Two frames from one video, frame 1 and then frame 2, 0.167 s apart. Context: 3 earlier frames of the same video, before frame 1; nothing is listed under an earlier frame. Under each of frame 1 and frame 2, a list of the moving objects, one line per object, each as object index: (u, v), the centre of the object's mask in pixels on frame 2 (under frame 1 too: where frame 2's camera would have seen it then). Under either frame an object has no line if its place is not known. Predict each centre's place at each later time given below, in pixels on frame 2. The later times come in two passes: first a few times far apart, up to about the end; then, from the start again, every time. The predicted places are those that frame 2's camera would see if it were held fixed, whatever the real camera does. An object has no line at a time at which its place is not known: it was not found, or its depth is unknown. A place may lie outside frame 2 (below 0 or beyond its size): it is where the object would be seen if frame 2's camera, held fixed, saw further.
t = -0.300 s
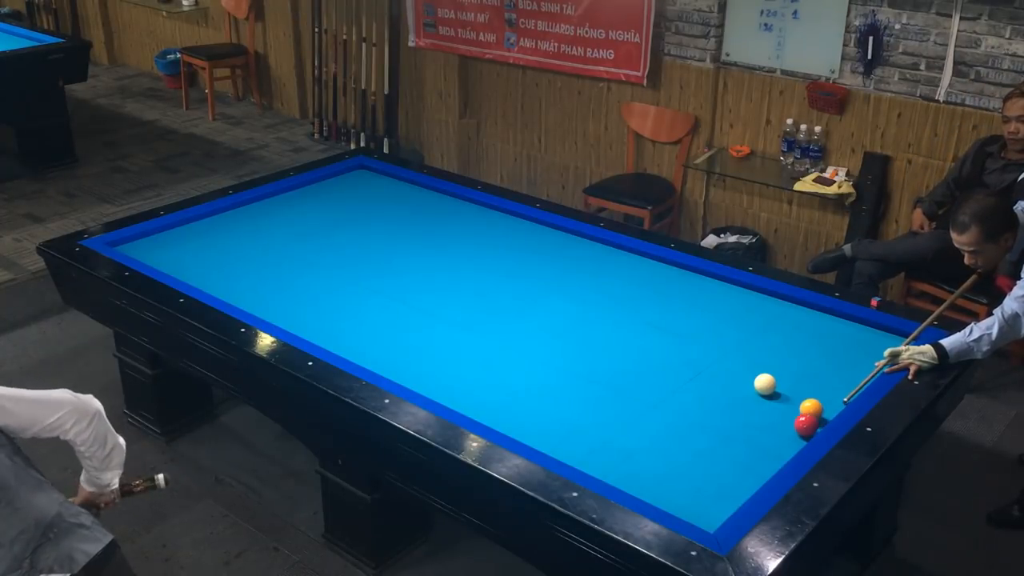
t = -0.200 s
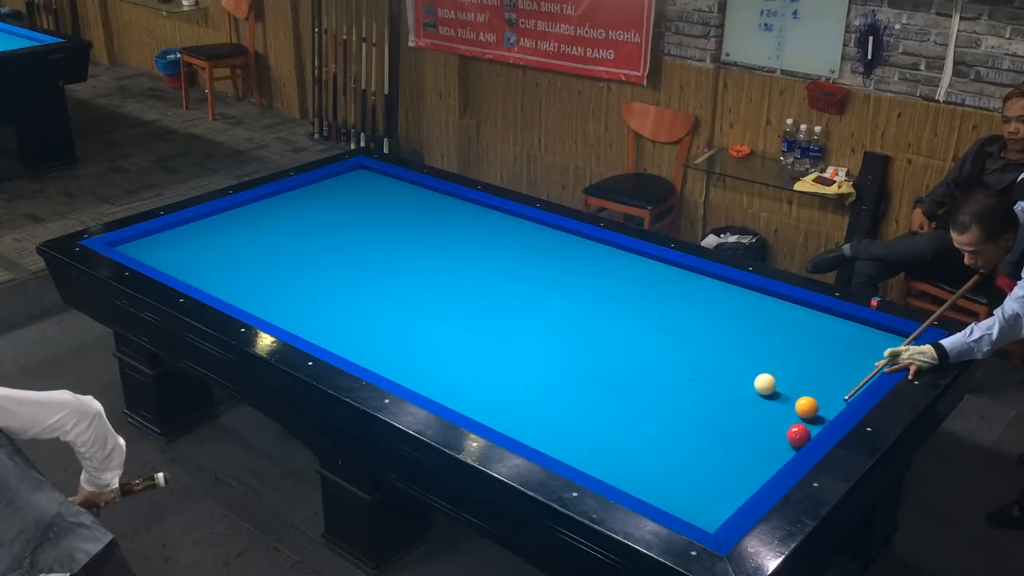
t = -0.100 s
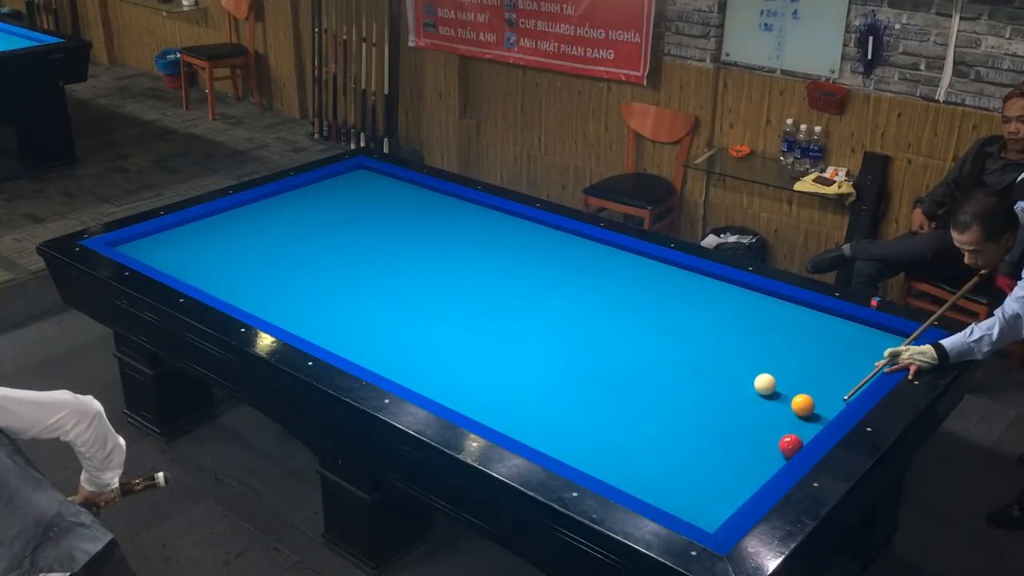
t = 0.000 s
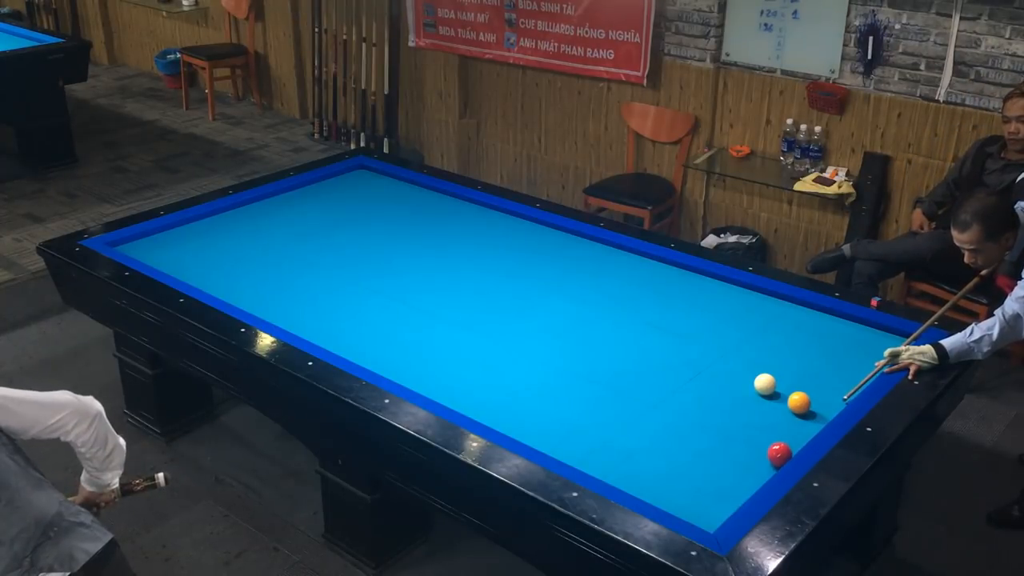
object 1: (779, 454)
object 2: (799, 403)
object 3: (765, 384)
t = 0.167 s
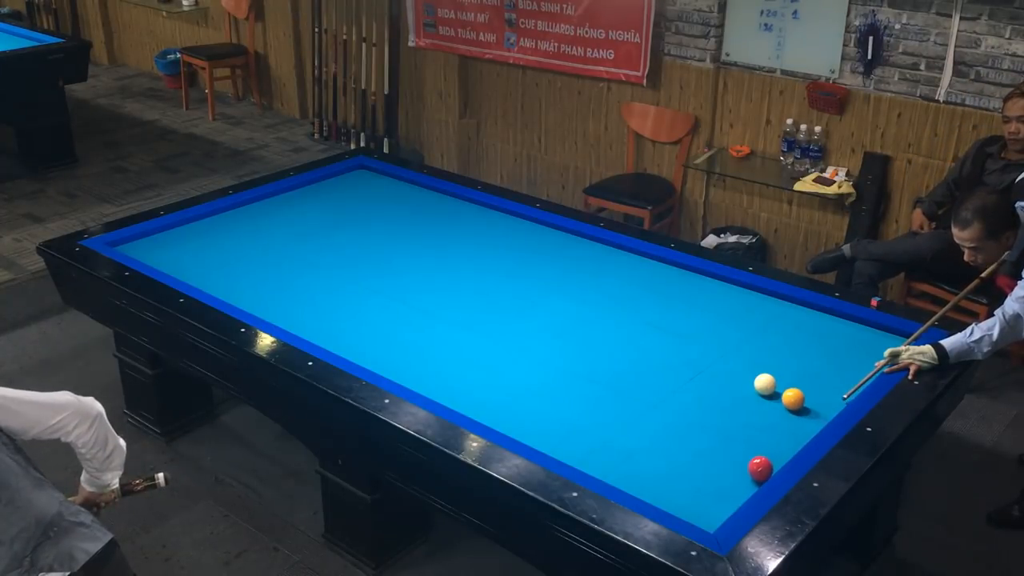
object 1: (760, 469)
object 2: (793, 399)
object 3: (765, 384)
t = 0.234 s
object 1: (752, 474)
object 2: (791, 397)
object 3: (765, 384)
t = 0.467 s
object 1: (724, 495)
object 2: (784, 393)
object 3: (764, 384)
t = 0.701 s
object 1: (695, 514)
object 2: (783, 392)
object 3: (761, 383)
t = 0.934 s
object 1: (700, 503)
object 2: (783, 391)
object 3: (758, 381)
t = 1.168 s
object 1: (708, 488)
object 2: (783, 391)
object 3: (756, 381)
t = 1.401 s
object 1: (716, 474)
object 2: (783, 391)
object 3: (755, 380)
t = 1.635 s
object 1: (722, 461)
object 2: (783, 391)
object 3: (754, 380)
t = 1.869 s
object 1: (729, 449)
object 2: (783, 391)
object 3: (754, 380)
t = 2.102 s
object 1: (735, 438)
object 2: (783, 391)
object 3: (754, 380)
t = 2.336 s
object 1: (740, 428)
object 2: (783, 391)
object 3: (754, 380)
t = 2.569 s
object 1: (745, 418)
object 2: (783, 391)
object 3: (754, 380)
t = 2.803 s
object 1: (750, 409)
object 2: (783, 391)
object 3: (754, 380)
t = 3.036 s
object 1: (754, 401)
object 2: (783, 391)
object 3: (754, 380)
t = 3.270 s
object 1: (758, 394)
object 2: (783, 391)
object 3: (754, 378)
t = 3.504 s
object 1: (761, 390)
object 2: (784, 391)
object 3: (753, 375)
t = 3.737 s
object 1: (762, 390)
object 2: (786, 391)
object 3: (752, 373)
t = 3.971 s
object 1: (762, 390)
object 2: (786, 391)
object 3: (752, 370)
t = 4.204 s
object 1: (762, 389)
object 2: (786, 391)
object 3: (751, 368)
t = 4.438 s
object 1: (762, 390)
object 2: (786, 391)
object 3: (751, 366)
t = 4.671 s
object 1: (762, 390)
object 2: (786, 391)
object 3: (751, 364)
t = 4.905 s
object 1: (762, 390)
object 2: (786, 391)
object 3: (750, 362)
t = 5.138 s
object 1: (762, 390)
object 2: (786, 391)
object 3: (750, 361)
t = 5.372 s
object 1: (762, 390)
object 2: (786, 391)
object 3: (750, 361)
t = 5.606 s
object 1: (762, 390)
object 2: (786, 391)
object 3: (750, 361)
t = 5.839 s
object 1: (762, 390)
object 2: (786, 391)
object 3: (750, 361)
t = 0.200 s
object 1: (756, 472)
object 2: (792, 398)
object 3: (765, 384)
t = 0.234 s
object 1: (752, 474)
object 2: (791, 397)
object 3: (765, 384)
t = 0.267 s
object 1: (748, 477)
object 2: (790, 397)
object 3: (765, 384)
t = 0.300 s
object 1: (744, 480)
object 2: (789, 396)
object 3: (765, 384)
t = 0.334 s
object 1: (741, 483)
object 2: (788, 395)
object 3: (765, 384)
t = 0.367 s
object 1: (736, 486)
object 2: (787, 395)
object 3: (765, 384)
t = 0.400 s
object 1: (732, 489)
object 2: (786, 394)
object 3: (765, 384)
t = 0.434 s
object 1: (728, 492)
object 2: (785, 393)
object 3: (765, 384)
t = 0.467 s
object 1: (724, 495)
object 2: (784, 393)
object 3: (764, 384)
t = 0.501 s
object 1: (720, 498)
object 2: (783, 393)
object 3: (764, 384)
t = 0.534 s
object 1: (716, 501)
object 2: (783, 393)
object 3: (764, 384)
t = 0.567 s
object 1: (711, 504)
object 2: (783, 392)
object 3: (763, 384)
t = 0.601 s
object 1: (707, 507)
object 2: (783, 392)
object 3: (763, 383)
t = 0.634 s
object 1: (703, 510)
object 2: (783, 392)
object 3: (762, 383)
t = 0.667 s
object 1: (699, 512)
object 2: (783, 392)
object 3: (762, 383)
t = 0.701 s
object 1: (695, 514)
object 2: (783, 392)
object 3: (761, 383)
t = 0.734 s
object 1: (693, 514)
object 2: (783, 392)
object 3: (761, 383)
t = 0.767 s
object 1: (694, 513)
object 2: (783, 392)
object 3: (760, 382)
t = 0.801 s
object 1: (695, 511)
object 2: (783, 391)
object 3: (760, 382)
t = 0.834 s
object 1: (696, 509)
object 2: (783, 391)
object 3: (759, 382)
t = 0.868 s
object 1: (697, 507)
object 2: (783, 391)
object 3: (759, 382)
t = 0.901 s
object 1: (699, 505)
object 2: (783, 391)
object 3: (758, 382)
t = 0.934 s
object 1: (700, 503)
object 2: (783, 391)
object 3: (758, 381)
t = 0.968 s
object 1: (701, 501)
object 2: (783, 391)
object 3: (757, 381)
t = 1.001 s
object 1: (702, 499)
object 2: (783, 391)
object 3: (757, 381)
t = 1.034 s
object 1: (704, 496)
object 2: (783, 391)
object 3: (757, 381)
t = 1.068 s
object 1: (705, 494)
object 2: (783, 391)
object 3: (757, 381)
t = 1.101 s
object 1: (706, 492)
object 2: (783, 391)
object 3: (756, 381)
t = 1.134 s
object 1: (707, 490)
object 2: (783, 391)
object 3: (756, 381)
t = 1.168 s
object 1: (708, 488)
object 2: (783, 391)
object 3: (756, 381)
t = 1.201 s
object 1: (709, 486)
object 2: (783, 391)
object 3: (755, 381)
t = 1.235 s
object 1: (710, 484)
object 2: (783, 391)
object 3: (755, 381)
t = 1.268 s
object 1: (711, 482)
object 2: (783, 391)
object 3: (755, 381)
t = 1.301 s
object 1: (712, 480)
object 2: (783, 391)
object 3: (755, 380)
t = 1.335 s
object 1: (713, 478)
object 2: (783, 391)
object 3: (755, 380)
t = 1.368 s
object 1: (714, 476)
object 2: (783, 391)
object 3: (755, 380)
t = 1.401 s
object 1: (716, 474)
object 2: (783, 391)
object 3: (755, 380)
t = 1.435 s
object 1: (717, 472)
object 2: (783, 391)
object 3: (755, 380)
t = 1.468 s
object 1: (718, 470)
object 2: (783, 391)
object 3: (755, 380)
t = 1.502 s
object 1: (719, 468)
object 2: (783, 391)
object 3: (755, 380)
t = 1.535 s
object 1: (720, 467)
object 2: (783, 391)
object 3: (754, 380)
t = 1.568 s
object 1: (721, 465)
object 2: (783, 391)
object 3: (754, 380)
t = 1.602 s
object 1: (722, 463)
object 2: (783, 391)
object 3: (754, 380)
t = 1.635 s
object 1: (722, 461)
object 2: (783, 391)
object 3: (754, 380)
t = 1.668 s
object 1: (724, 459)
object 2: (783, 391)
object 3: (754, 380)
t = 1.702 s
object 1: (724, 458)
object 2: (783, 391)
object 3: (754, 380)
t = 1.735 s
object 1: (725, 456)
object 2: (783, 391)
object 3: (754, 380)
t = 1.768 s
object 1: (726, 454)
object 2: (783, 391)
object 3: (754, 380)
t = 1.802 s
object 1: (727, 452)
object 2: (783, 391)
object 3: (754, 380)
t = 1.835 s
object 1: (728, 451)
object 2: (783, 391)
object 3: (754, 380)
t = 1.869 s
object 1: (729, 449)
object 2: (783, 391)
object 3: (754, 380)
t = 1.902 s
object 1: (730, 448)
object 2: (783, 391)
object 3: (754, 380)
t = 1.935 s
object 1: (731, 446)
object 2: (783, 391)
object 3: (754, 380)
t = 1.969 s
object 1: (731, 444)
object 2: (783, 391)
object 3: (754, 380)
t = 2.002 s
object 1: (732, 443)
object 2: (783, 391)
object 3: (754, 380)
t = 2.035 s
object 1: (733, 441)
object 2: (783, 391)
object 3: (754, 380)
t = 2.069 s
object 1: (734, 440)
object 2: (783, 391)
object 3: (754, 380)
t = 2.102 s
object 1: (735, 438)
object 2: (783, 391)
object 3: (754, 380)
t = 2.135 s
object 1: (735, 437)
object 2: (783, 391)
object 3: (754, 380)
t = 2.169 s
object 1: (736, 435)
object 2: (783, 391)
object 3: (754, 380)
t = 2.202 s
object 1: (737, 434)
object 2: (783, 391)
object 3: (754, 380)
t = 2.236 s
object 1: (738, 432)
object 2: (783, 391)
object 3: (754, 380)
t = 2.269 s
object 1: (738, 431)
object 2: (783, 391)
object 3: (754, 380)
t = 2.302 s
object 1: (739, 429)
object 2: (783, 391)
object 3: (754, 380)
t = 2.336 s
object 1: (740, 428)
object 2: (783, 391)
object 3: (754, 380)
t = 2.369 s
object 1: (741, 426)
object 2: (783, 391)
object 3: (754, 380)
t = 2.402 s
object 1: (742, 425)
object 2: (783, 391)
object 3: (754, 380)
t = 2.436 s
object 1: (742, 423)
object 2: (783, 391)
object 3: (754, 380)
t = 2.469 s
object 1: (743, 422)
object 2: (783, 391)
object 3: (754, 380)
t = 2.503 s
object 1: (744, 421)
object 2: (783, 391)
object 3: (754, 380)
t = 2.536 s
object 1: (744, 419)
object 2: (783, 391)
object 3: (754, 380)
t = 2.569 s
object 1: (745, 418)
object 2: (783, 391)
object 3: (754, 380)
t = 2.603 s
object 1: (746, 417)
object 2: (783, 391)
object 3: (754, 380)
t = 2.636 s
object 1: (746, 415)
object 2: (783, 391)
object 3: (754, 380)
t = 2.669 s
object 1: (747, 414)
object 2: (783, 391)
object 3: (754, 380)
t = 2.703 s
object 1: (748, 413)
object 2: (783, 391)
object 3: (754, 380)
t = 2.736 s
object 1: (749, 412)
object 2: (783, 391)
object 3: (754, 380)
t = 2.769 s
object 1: (749, 411)
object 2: (783, 391)
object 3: (754, 380)
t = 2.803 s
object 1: (750, 409)
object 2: (783, 391)
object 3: (754, 380)
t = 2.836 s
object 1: (750, 408)
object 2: (783, 391)
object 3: (754, 380)
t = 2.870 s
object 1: (751, 407)
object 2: (783, 391)
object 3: (754, 380)
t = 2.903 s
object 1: (752, 406)
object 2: (783, 391)
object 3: (754, 380)
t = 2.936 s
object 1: (752, 405)
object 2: (783, 391)
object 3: (754, 380)
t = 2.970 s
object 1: (753, 403)
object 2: (783, 391)
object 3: (754, 380)
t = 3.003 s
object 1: (753, 402)
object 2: (783, 391)
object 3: (754, 380)
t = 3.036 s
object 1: (754, 401)
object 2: (783, 391)
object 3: (754, 380)
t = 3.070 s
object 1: (755, 400)
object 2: (783, 391)
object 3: (754, 380)
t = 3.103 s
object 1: (755, 399)
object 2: (783, 391)
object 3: (754, 379)
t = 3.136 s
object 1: (756, 398)
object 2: (783, 391)
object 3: (754, 379)
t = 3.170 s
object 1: (756, 397)
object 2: (783, 391)
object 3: (754, 378)
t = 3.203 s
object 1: (757, 396)
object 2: (783, 391)
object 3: (754, 378)
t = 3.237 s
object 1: (757, 395)
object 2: (783, 391)
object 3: (754, 378)
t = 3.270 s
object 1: (758, 394)
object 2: (783, 391)
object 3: (754, 378)
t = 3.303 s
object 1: (758, 393)
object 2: (783, 391)
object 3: (754, 378)
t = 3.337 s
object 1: (759, 392)
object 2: (783, 391)
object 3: (753, 377)
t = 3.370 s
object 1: (759, 391)
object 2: (783, 391)
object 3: (753, 377)
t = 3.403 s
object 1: (760, 391)
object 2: (784, 391)
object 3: (753, 376)
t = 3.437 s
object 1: (761, 391)
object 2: (784, 391)
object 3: (753, 376)
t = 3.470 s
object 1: (761, 391)
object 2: (784, 391)
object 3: (753, 376)
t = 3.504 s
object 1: (761, 390)
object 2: (784, 391)
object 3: (753, 375)
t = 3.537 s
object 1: (761, 390)
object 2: (784, 391)
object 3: (752, 375)
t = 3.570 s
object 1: (761, 390)
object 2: (785, 391)
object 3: (752, 374)
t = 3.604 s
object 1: (761, 390)
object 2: (785, 391)
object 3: (753, 374)
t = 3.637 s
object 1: (761, 390)
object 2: (785, 391)
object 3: (753, 374)
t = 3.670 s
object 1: (761, 390)
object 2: (785, 391)
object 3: (753, 373)
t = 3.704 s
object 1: (761, 390)
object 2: (786, 391)
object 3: (752, 373)
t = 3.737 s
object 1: (762, 390)
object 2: (786, 391)
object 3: (752, 373)
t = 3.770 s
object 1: (762, 390)
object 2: (786, 391)
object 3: (752, 372)
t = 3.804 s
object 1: (762, 390)
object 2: (786, 391)
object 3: (752, 372)
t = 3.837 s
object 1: (762, 390)
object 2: (786, 391)
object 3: (752, 372)
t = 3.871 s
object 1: (762, 390)
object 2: (786, 391)
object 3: (752, 371)
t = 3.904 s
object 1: (762, 389)
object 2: (786, 391)
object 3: (752, 371)
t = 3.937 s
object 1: (762, 390)
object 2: (786, 391)
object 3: (752, 371)
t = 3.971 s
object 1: (762, 390)
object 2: (786, 391)
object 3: (752, 370)
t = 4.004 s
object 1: (762, 389)
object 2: (786, 391)
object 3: (752, 370)
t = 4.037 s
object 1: (762, 390)
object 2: (786, 391)
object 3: (752, 370)
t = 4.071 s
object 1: (762, 389)
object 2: (787, 391)
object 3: (752, 369)
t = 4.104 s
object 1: (762, 389)
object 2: (787, 391)
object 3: (752, 369)
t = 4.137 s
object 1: (762, 389)
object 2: (787, 391)
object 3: (752, 369)
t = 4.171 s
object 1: (762, 389)
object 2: (786, 391)
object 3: (751, 368)
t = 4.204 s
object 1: (762, 389)
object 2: (786, 391)
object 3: (751, 368)
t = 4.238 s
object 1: (762, 389)
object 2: (786, 391)
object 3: (751, 368)
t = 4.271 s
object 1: (762, 389)
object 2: (786, 391)
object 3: (751, 367)
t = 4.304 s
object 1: (762, 390)
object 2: (786, 391)
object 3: (751, 367)
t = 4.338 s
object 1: (762, 390)
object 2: (786, 391)
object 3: (751, 366)
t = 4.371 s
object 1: (762, 390)
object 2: (786, 391)
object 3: (751, 366)
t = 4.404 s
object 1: (762, 390)
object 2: (786, 391)
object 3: (751, 366)
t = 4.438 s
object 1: (762, 390)
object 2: (786, 391)
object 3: (751, 366)
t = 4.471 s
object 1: (762, 390)
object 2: (786, 391)
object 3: (751, 365)
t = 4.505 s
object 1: (762, 390)
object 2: (786, 391)
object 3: (751, 365)
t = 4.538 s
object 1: (762, 390)
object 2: (786, 391)
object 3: (751, 365)
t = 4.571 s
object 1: (762, 390)
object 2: (786, 391)
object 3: (751, 364)
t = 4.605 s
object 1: (762, 390)
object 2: (786, 391)
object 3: (751, 364)
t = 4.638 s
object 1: (762, 390)
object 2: (786, 391)
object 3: (751, 364)
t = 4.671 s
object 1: (762, 390)
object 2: (786, 391)
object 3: (751, 364)
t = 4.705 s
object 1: (762, 390)
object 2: (786, 391)
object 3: (751, 363)
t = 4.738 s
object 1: (762, 390)
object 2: (786, 391)
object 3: (751, 363)
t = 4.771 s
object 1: (762, 390)
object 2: (786, 391)
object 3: (751, 363)
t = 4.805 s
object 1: (762, 390)
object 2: (786, 391)
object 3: (750, 363)
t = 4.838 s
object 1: (762, 390)
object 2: (786, 391)
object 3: (750, 363)
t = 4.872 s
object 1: (762, 390)
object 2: (786, 391)
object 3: (750, 362)
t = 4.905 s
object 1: (762, 390)
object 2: (786, 391)
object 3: (750, 362)
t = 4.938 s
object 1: (762, 390)
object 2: (786, 391)
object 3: (750, 362)
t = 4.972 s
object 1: (762, 390)
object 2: (786, 391)
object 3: (750, 362)
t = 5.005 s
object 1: (762, 390)
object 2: (786, 391)
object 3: (750, 362)
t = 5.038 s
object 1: (762, 390)
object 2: (786, 391)
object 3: (750, 362)
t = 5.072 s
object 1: (762, 390)
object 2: (786, 391)
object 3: (750, 362)
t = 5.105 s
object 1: (762, 390)
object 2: (786, 391)
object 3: (750, 362)
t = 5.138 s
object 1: (762, 390)
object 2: (786, 391)
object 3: (750, 361)
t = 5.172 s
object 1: (762, 390)
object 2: (786, 391)
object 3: (750, 361)
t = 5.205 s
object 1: (762, 390)
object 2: (786, 391)
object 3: (750, 361)
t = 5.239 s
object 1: (762, 390)
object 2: (786, 391)
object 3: (750, 361)
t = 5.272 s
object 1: (762, 390)
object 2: (786, 391)
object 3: (750, 361)
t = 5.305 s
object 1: (762, 390)
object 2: (786, 391)
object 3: (750, 361)
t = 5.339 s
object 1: (762, 390)
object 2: (786, 391)
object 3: (750, 361)
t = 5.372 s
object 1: (762, 390)
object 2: (786, 391)
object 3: (750, 361)
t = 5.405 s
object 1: (762, 390)
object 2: (786, 391)
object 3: (750, 361)
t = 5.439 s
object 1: (762, 390)
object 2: (786, 391)
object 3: (750, 361)
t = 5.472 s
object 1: (762, 390)
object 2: (786, 391)
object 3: (750, 361)
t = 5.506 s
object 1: (762, 390)
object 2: (786, 391)
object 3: (750, 361)
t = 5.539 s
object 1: (762, 390)
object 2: (786, 391)
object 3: (750, 361)
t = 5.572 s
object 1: (762, 390)
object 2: (786, 391)
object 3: (750, 361)
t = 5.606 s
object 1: (762, 390)
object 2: (786, 391)
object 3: (750, 361)
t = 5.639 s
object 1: (762, 390)
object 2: (786, 391)
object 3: (750, 361)
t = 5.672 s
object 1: (762, 390)
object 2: (786, 391)
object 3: (750, 361)
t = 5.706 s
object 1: (762, 390)
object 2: (786, 391)
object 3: (750, 361)
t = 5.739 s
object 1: (762, 390)
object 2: (786, 391)
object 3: (750, 361)
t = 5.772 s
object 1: (762, 390)
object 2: (786, 391)
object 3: (750, 361)
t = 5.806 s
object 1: (762, 390)
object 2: (786, 391)
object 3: (750, 361)
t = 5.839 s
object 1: (762, 390)
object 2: (786, 391)
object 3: (750, 361)
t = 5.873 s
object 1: (762, 390)
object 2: (786, 391)
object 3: (750, 361)
